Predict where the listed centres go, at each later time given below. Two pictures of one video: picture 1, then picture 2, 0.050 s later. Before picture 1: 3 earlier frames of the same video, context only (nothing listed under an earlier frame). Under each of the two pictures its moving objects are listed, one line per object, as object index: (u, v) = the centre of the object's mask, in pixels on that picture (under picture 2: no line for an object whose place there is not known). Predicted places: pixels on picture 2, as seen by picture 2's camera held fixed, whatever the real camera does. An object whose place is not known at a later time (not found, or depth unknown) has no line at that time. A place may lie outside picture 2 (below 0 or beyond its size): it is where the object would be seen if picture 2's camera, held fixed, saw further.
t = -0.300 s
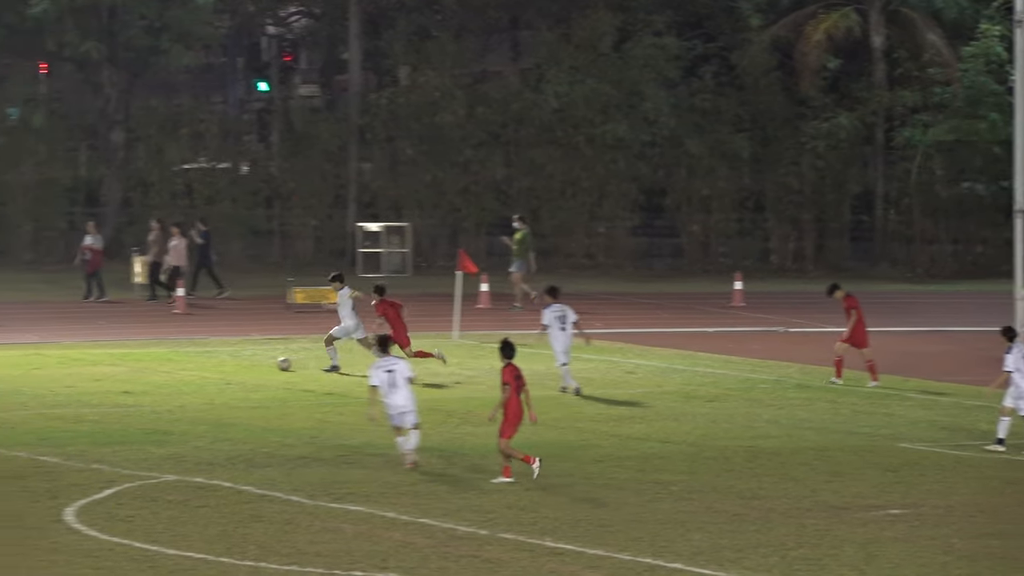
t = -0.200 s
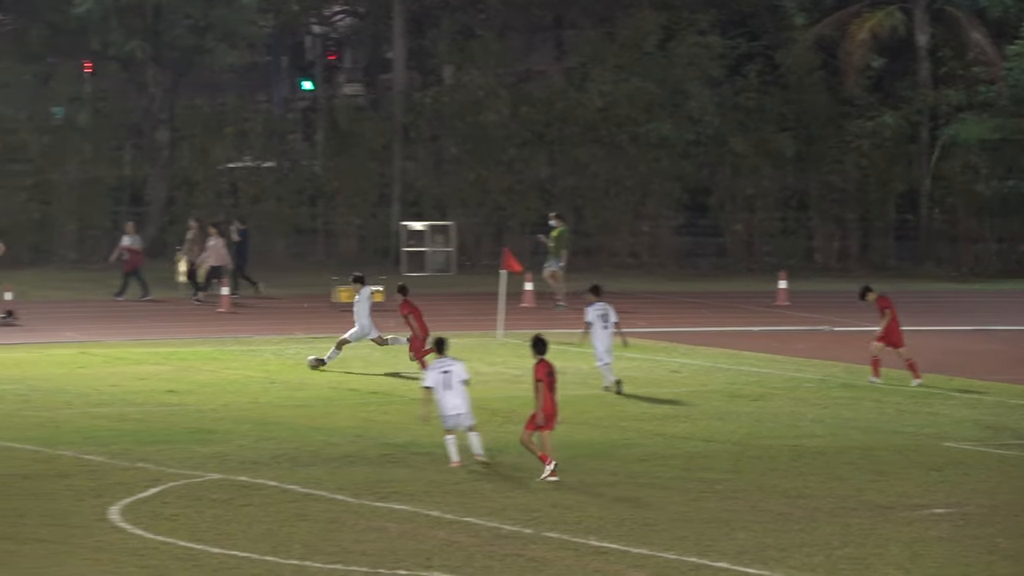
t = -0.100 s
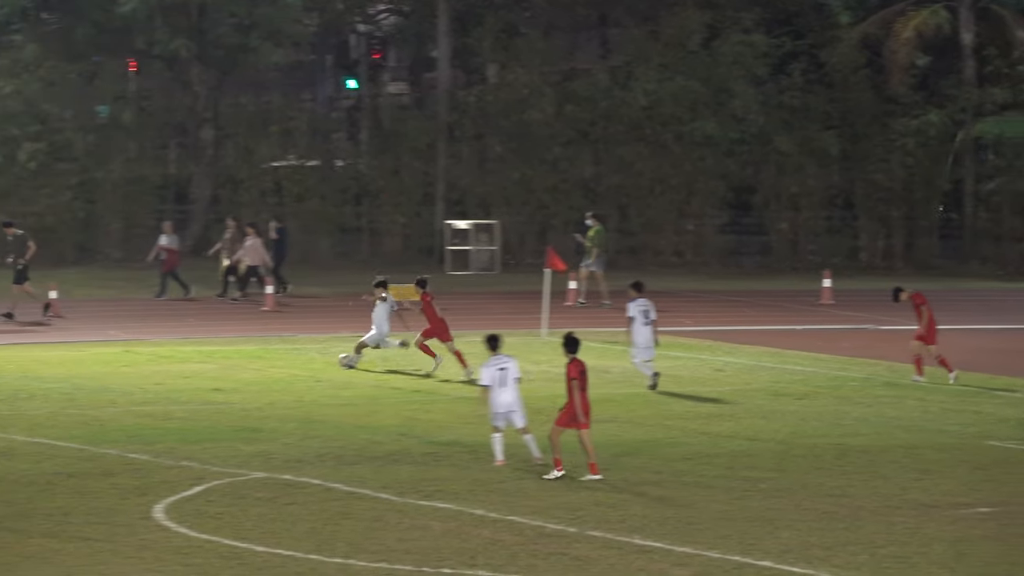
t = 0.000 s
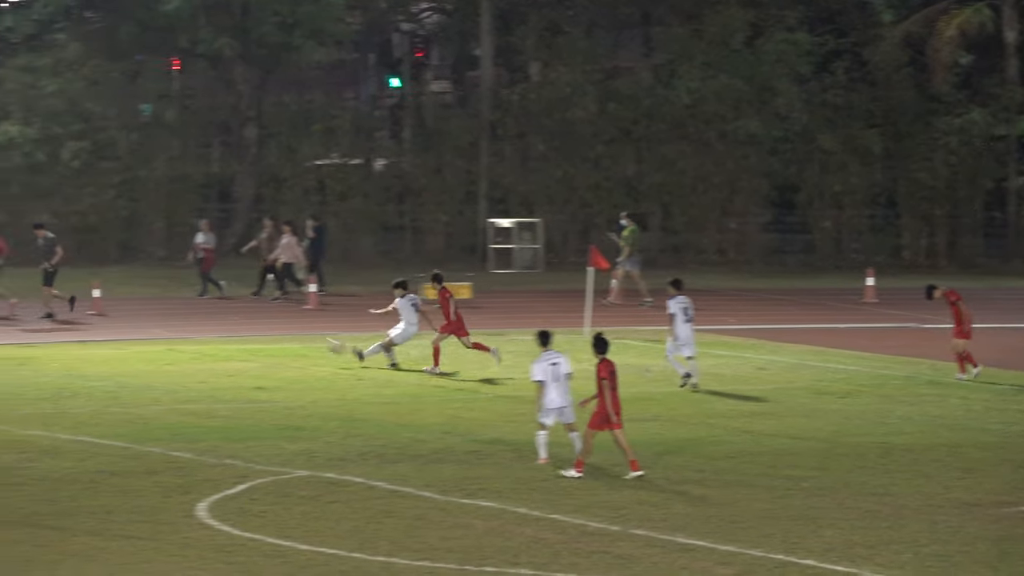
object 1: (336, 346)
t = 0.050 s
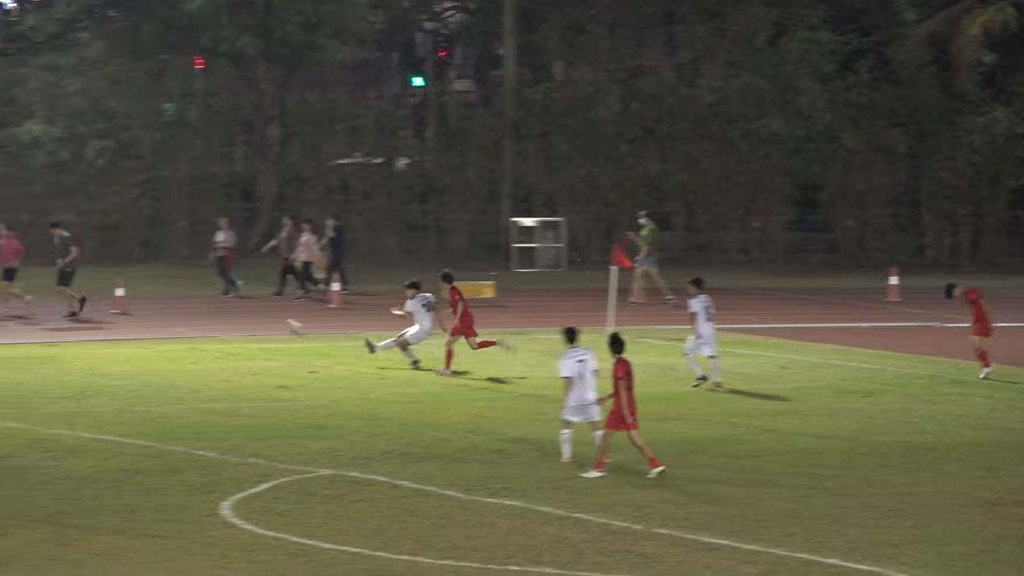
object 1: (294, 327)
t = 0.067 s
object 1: (275, 322)
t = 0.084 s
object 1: (256, 317)
